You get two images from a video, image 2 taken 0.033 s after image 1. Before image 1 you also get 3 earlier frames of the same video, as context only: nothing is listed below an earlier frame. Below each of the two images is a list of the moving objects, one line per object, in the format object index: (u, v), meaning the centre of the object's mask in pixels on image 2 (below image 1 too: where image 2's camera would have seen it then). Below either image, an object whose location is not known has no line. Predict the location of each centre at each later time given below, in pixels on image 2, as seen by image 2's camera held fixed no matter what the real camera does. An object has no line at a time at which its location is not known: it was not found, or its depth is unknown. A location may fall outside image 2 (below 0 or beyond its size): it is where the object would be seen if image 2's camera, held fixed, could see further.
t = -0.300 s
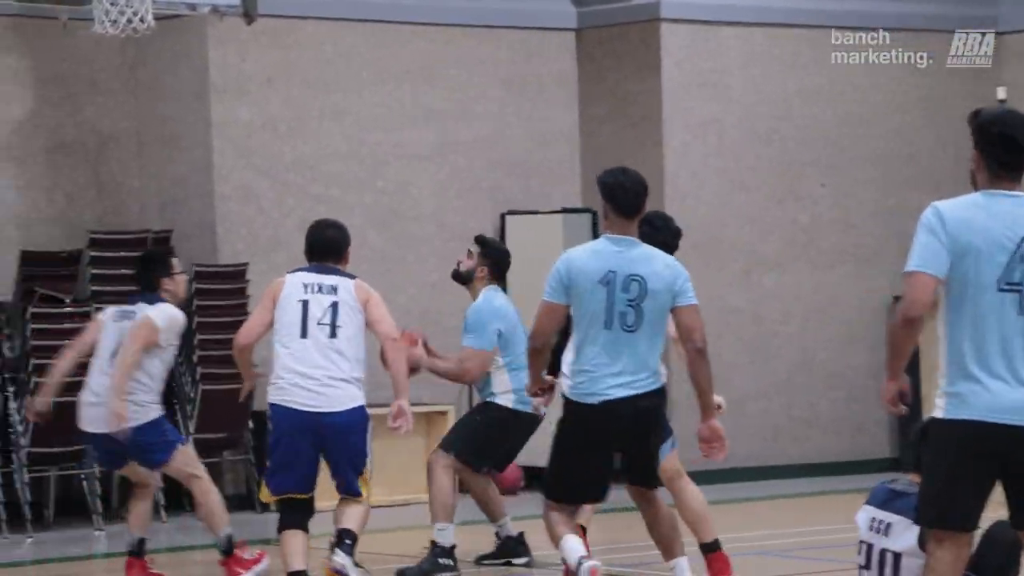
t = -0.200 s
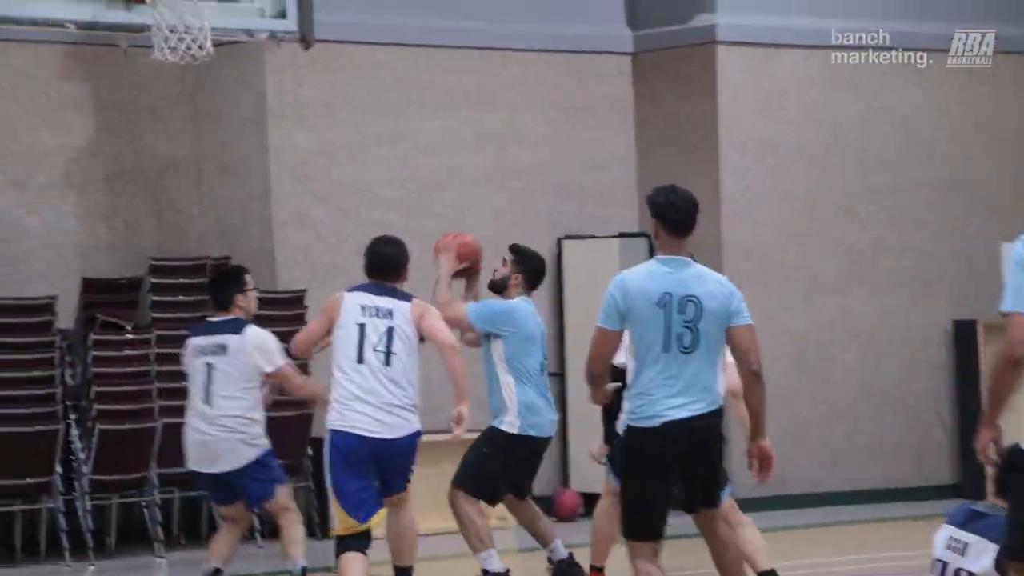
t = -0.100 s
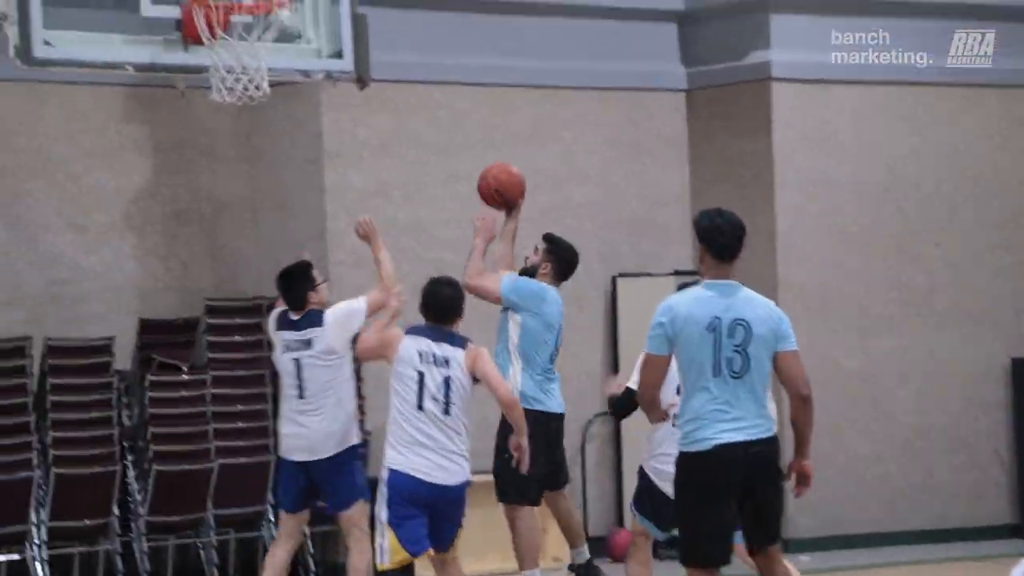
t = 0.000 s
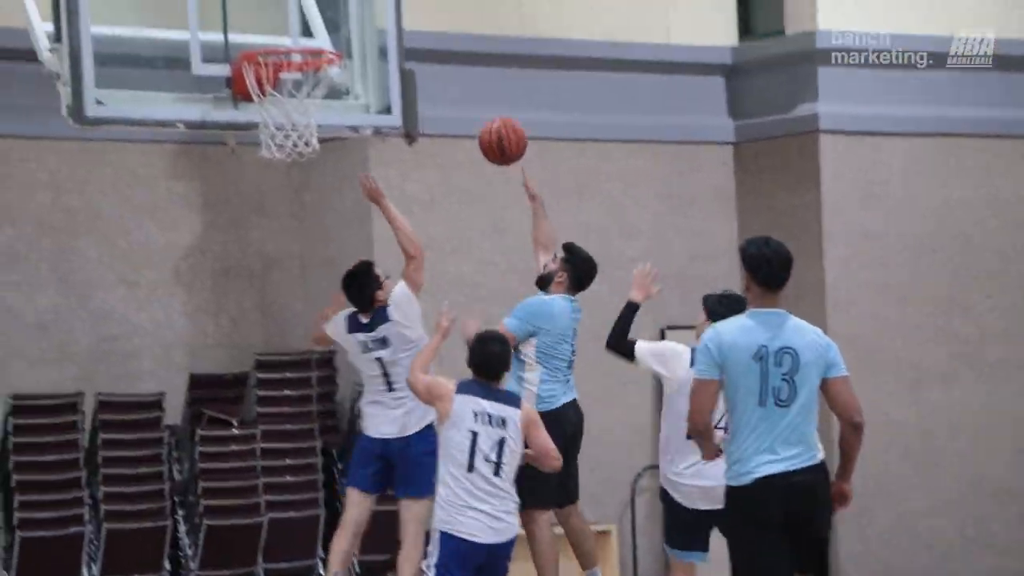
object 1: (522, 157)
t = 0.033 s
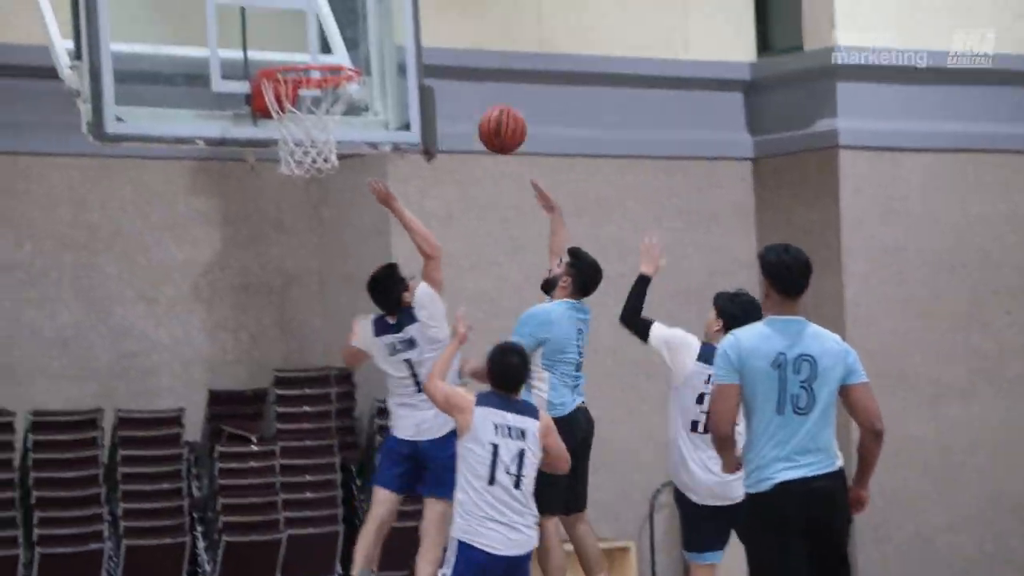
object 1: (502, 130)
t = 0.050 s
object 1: (493, 117)
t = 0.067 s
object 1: (482, 104)
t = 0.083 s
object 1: (473, 91)
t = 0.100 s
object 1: (464, 80)
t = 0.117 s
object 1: (455, 69)
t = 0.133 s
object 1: (446, 58)
